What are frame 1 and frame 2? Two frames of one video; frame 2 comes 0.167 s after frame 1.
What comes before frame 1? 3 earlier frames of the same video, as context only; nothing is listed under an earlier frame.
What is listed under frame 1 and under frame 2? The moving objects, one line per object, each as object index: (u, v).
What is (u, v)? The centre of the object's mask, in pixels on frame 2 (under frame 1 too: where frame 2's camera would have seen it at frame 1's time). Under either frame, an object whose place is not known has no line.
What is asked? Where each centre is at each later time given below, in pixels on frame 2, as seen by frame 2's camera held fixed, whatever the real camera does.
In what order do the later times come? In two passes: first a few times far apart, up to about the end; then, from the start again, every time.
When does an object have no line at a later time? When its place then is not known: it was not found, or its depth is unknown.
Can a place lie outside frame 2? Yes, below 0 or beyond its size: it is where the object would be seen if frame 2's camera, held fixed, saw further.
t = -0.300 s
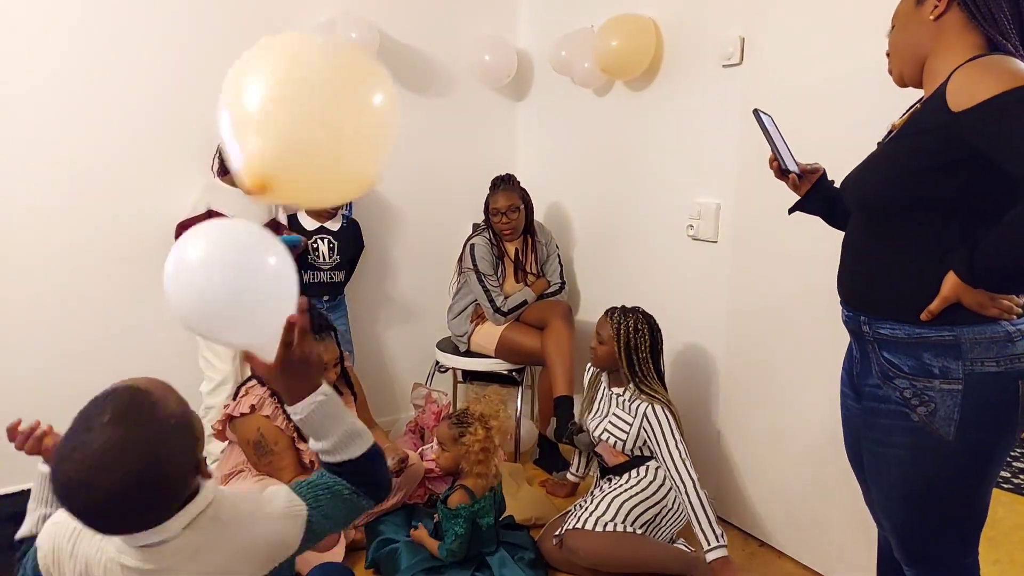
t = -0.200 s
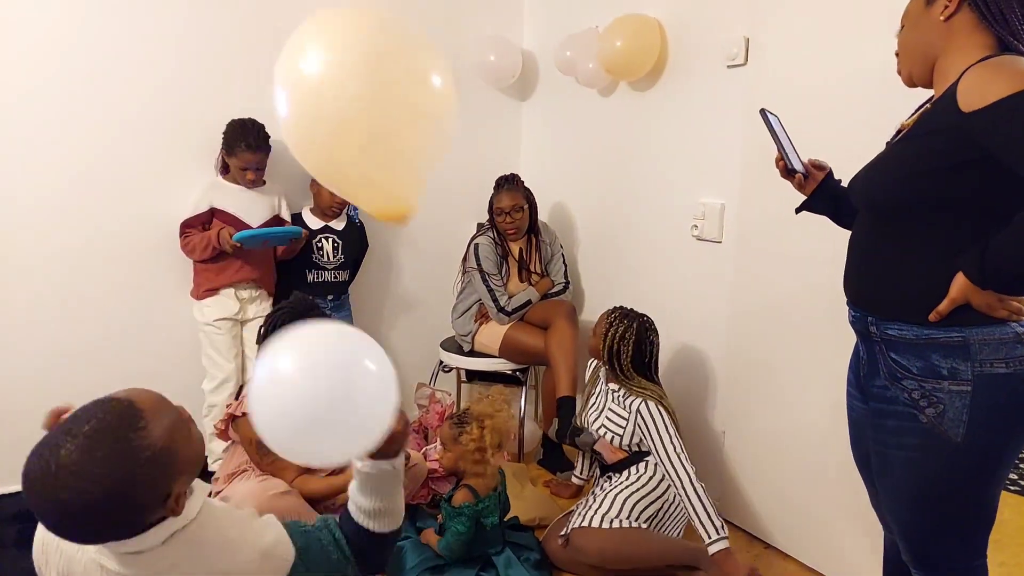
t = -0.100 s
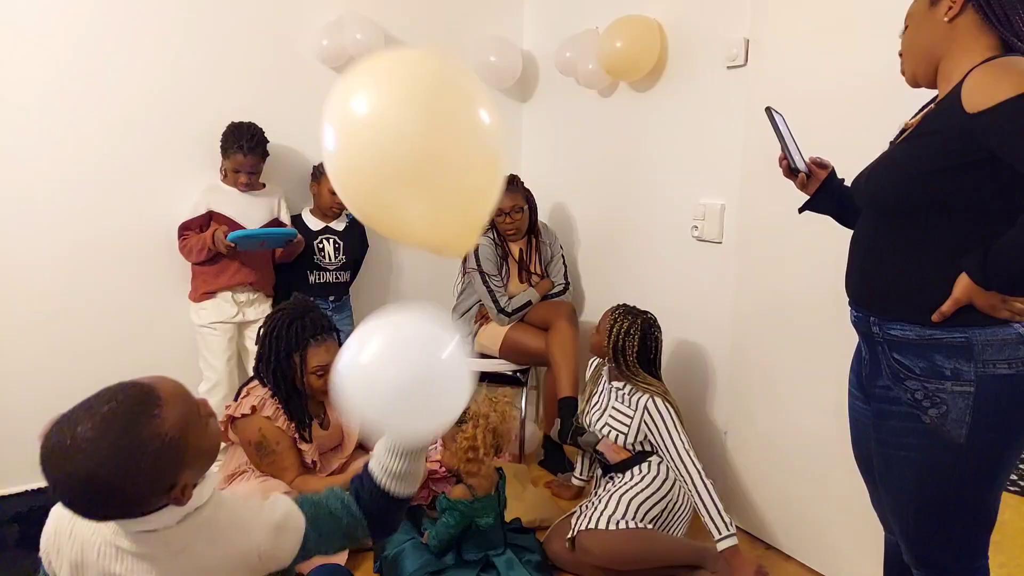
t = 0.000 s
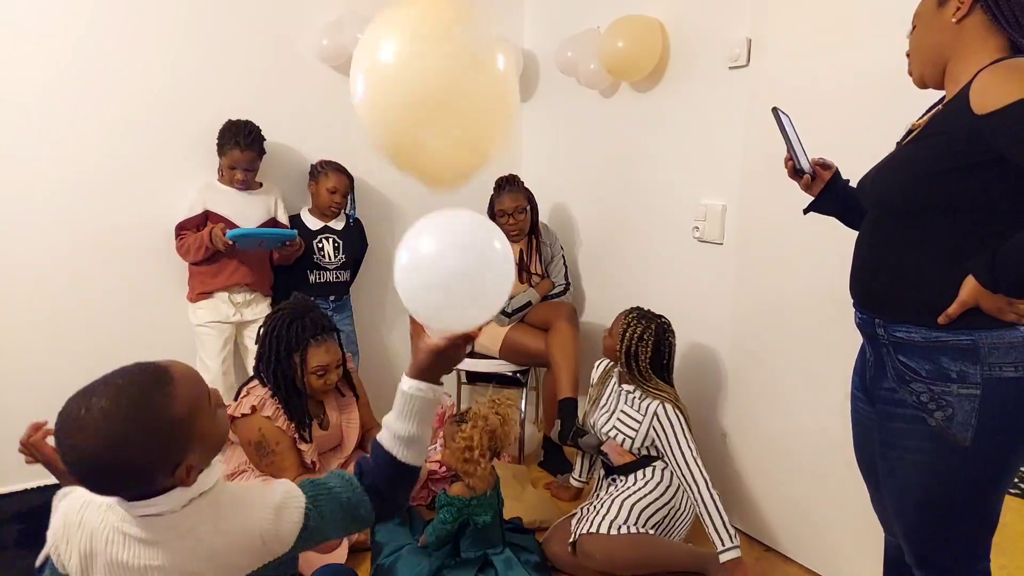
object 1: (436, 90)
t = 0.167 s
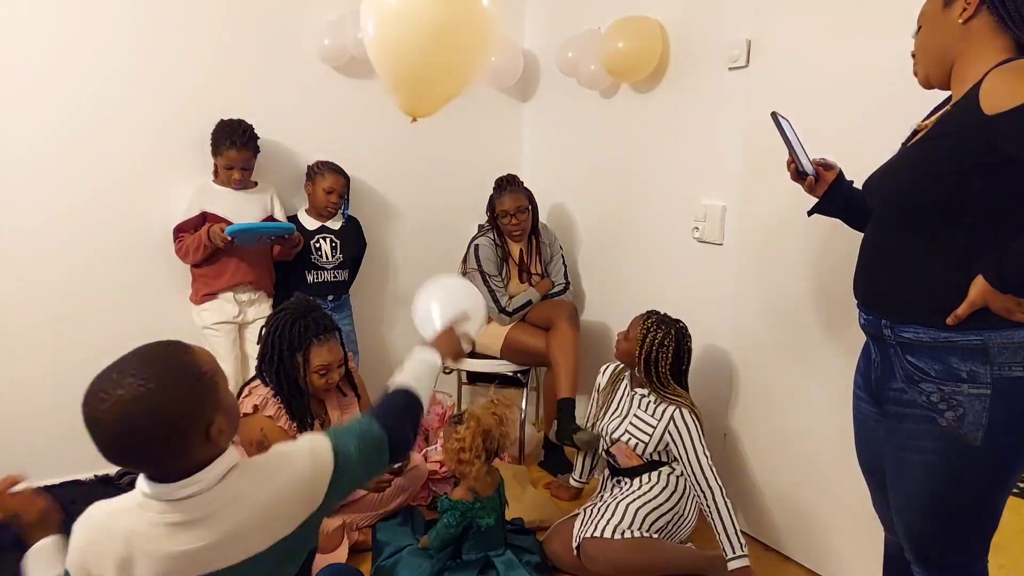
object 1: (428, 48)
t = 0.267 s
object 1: (425, 54)
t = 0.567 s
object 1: (421, 254)
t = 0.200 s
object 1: (428, 49)
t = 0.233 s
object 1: (427, 51)
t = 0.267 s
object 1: (425, 54)
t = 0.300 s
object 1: (424, 64)
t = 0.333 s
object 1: (424, 79)
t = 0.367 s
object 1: (420, 100)
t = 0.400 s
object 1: (417, 131)
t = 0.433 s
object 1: (417, 150)
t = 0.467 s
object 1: (418, 179)
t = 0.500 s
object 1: (419, 199)
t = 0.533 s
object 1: (420, 221)
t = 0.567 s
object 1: (421, 254)
